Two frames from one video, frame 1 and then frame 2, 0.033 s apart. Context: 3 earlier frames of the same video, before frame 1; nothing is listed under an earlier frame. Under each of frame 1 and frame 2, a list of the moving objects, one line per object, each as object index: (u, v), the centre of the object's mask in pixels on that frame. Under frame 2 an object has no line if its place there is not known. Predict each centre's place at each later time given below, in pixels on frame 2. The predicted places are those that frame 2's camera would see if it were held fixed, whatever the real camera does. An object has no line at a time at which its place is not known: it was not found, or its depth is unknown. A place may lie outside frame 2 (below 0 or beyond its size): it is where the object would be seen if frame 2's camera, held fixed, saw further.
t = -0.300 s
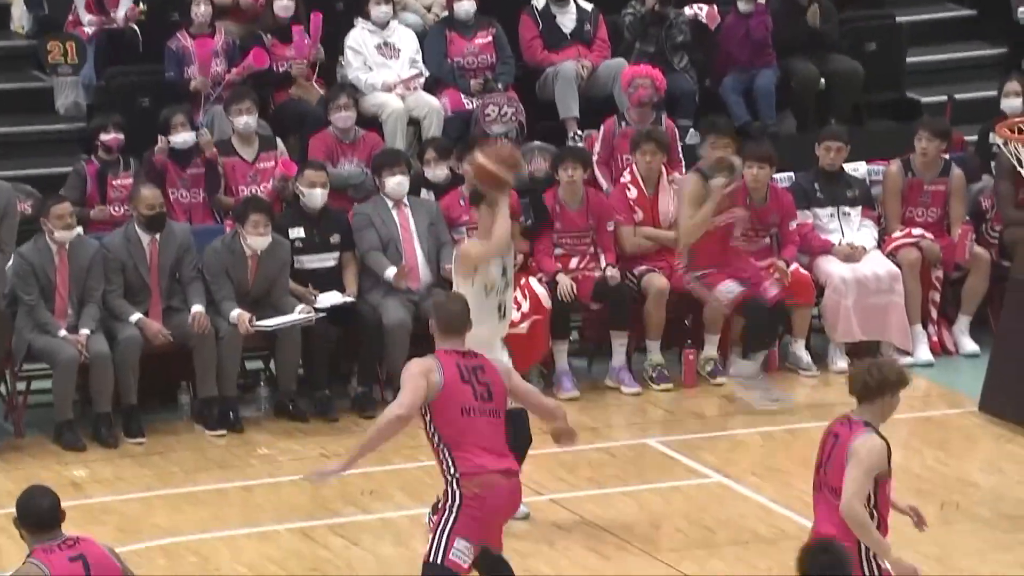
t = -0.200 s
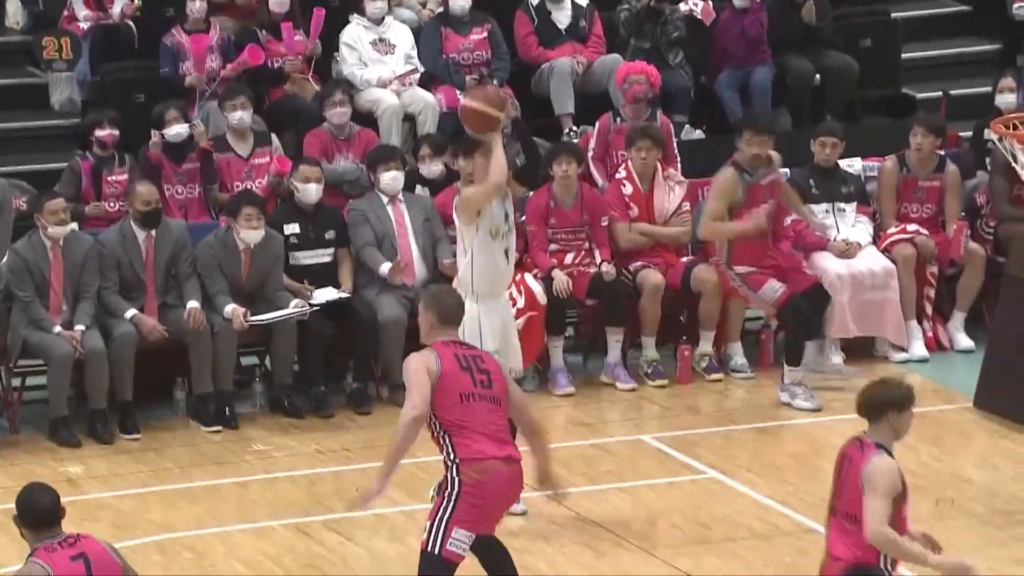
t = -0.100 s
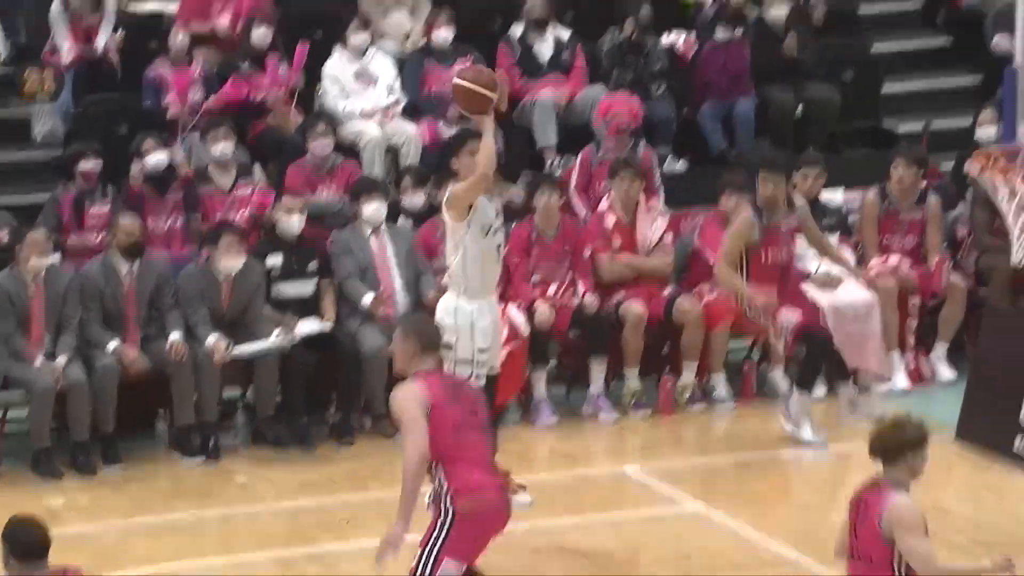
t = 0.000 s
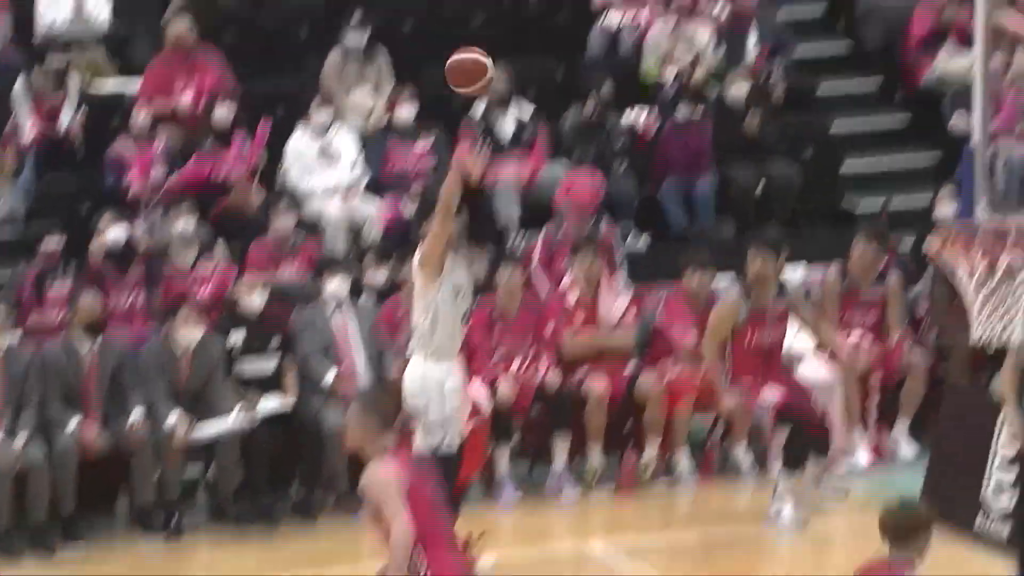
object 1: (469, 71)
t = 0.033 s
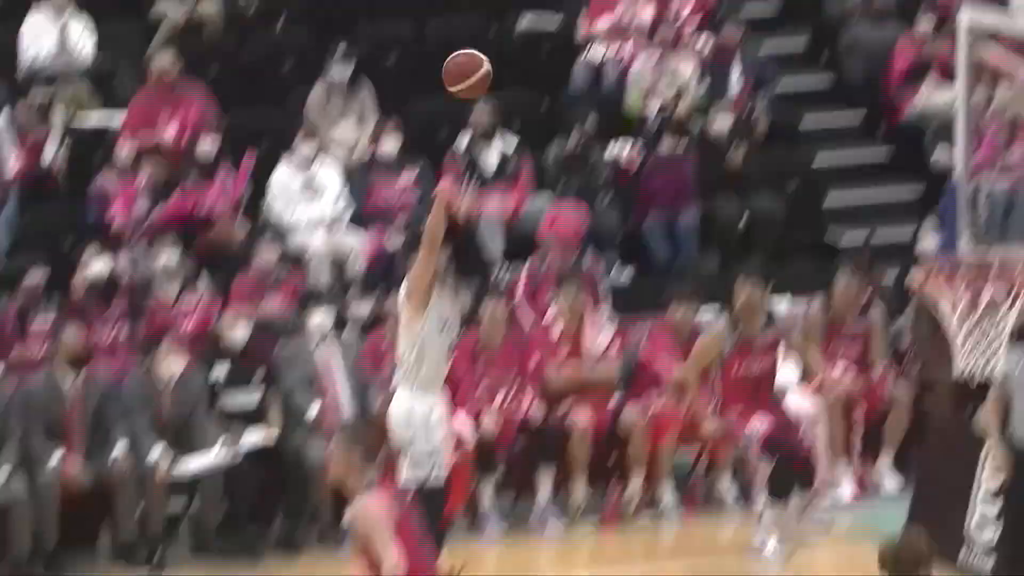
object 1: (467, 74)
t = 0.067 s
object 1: (481, 45)
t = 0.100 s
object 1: (494, 16)
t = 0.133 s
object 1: (508, -9)
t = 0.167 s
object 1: (522, -32)
